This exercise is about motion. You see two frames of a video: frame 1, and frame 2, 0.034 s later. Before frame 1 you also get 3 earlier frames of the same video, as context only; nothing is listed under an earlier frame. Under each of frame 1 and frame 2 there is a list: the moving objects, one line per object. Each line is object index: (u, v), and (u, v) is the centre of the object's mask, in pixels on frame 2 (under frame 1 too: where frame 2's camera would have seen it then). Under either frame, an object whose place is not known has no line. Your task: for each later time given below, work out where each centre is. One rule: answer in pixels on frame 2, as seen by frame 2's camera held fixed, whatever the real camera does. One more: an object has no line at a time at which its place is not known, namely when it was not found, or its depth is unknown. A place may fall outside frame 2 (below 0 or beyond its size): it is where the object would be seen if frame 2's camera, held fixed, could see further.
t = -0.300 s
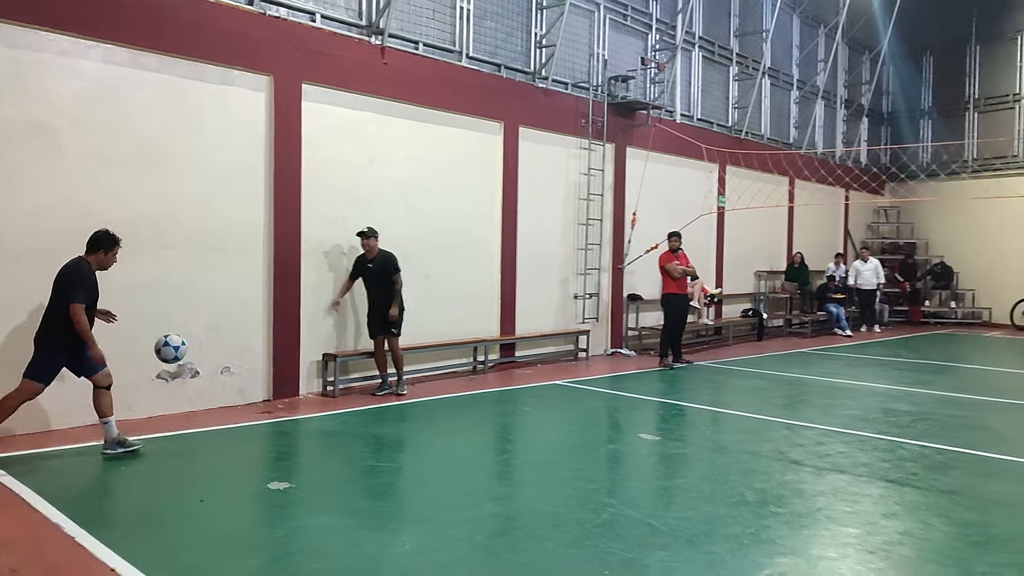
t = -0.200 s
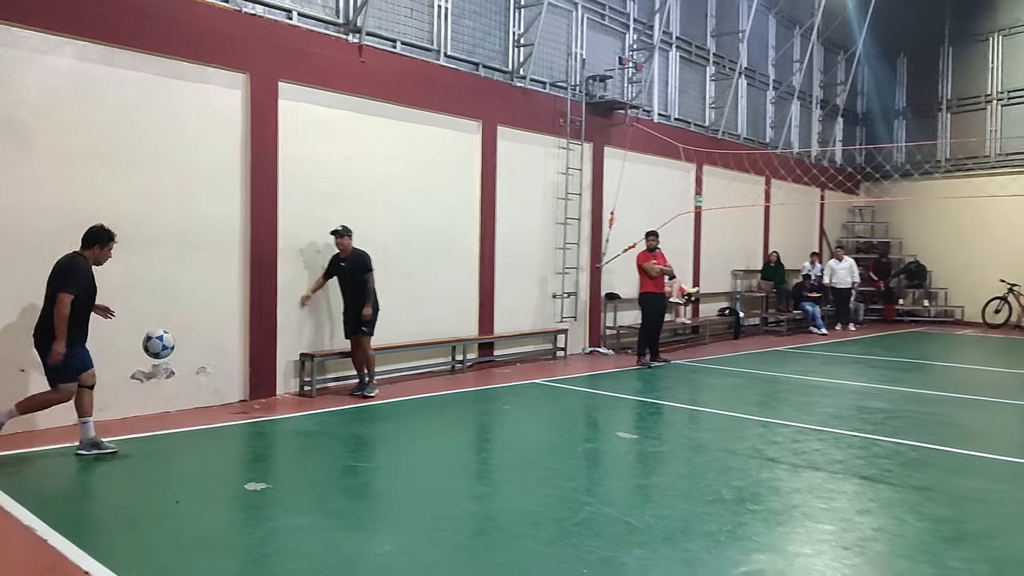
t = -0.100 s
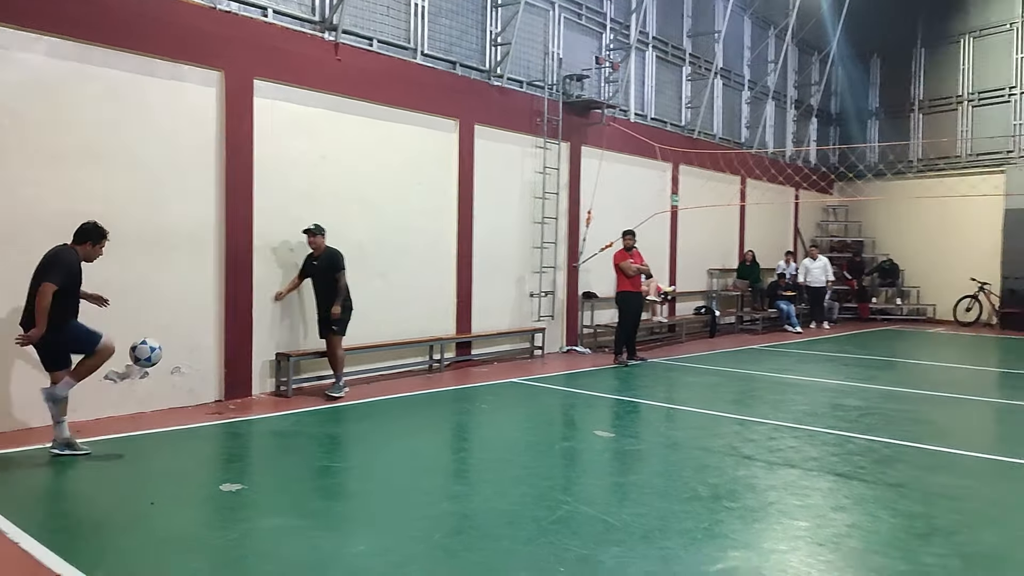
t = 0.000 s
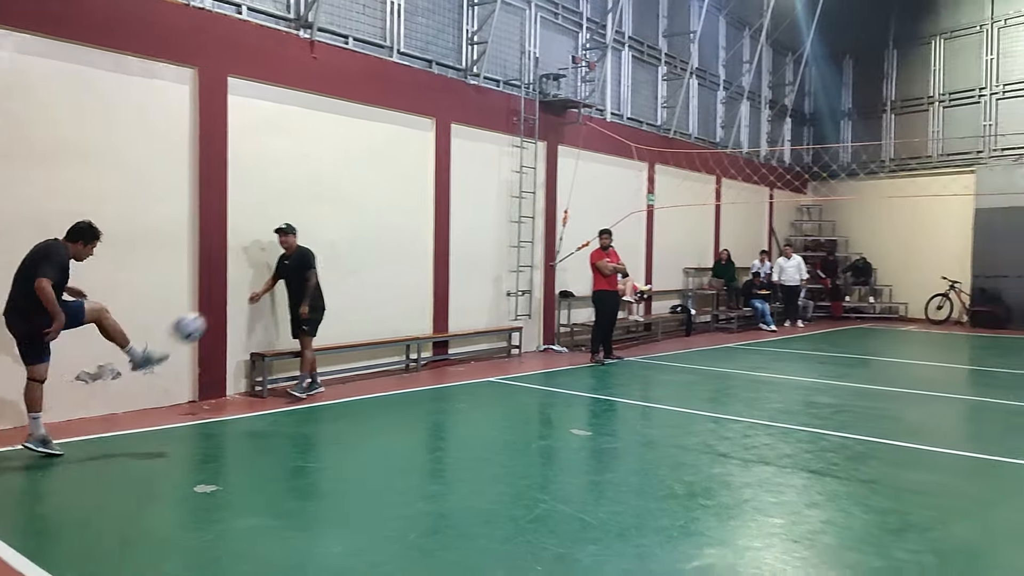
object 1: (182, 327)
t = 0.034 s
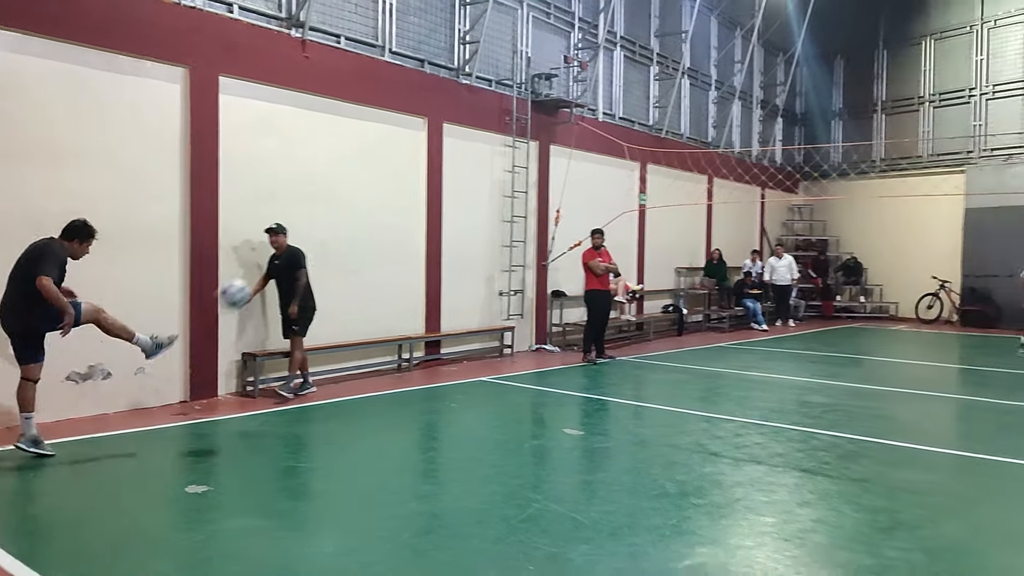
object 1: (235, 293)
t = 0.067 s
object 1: (285, 264)
